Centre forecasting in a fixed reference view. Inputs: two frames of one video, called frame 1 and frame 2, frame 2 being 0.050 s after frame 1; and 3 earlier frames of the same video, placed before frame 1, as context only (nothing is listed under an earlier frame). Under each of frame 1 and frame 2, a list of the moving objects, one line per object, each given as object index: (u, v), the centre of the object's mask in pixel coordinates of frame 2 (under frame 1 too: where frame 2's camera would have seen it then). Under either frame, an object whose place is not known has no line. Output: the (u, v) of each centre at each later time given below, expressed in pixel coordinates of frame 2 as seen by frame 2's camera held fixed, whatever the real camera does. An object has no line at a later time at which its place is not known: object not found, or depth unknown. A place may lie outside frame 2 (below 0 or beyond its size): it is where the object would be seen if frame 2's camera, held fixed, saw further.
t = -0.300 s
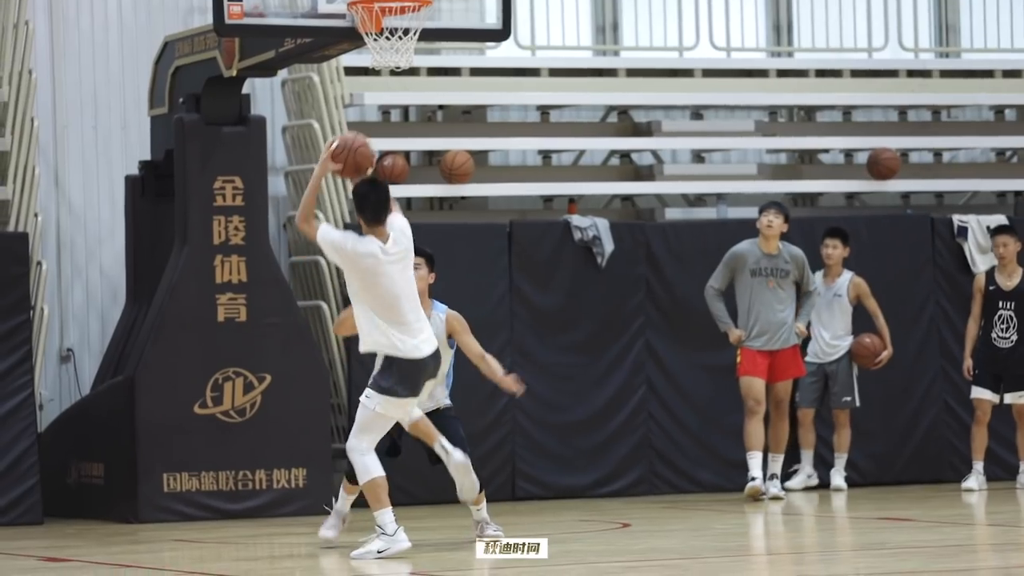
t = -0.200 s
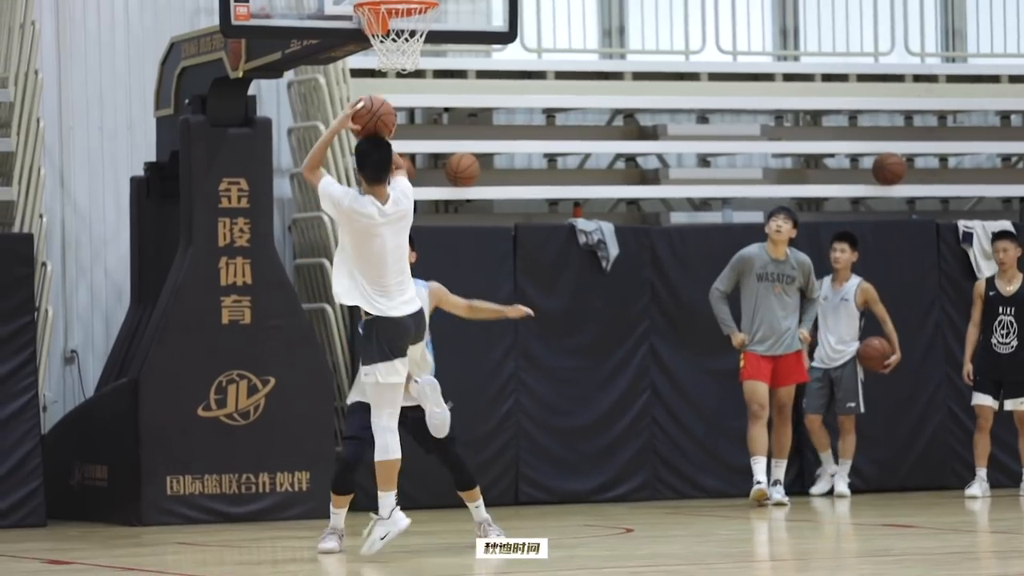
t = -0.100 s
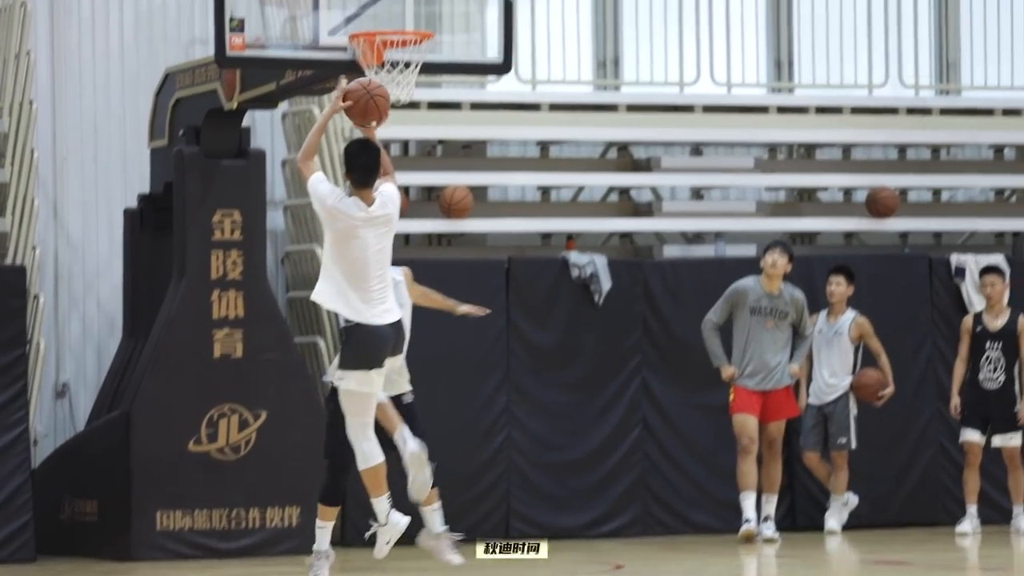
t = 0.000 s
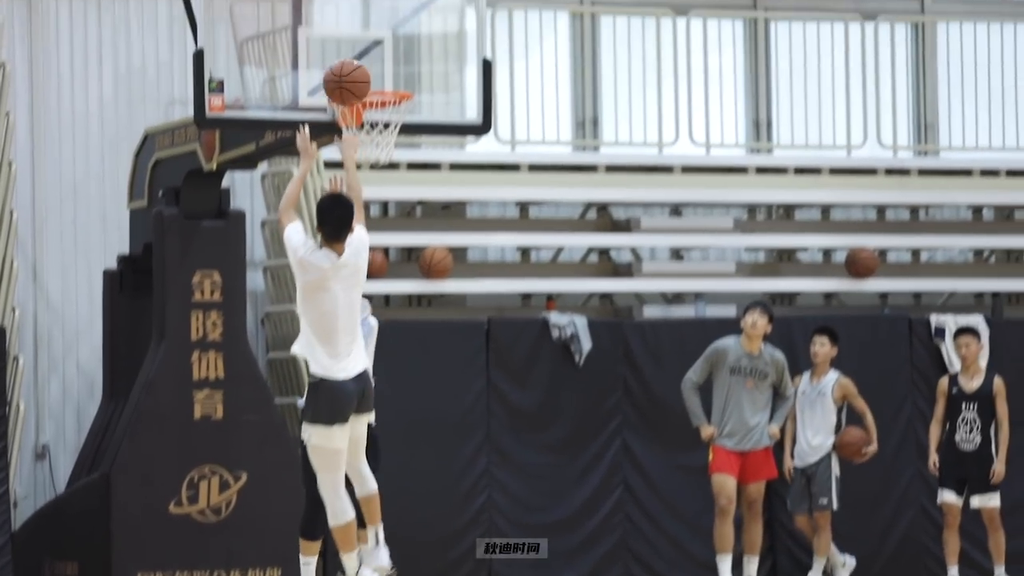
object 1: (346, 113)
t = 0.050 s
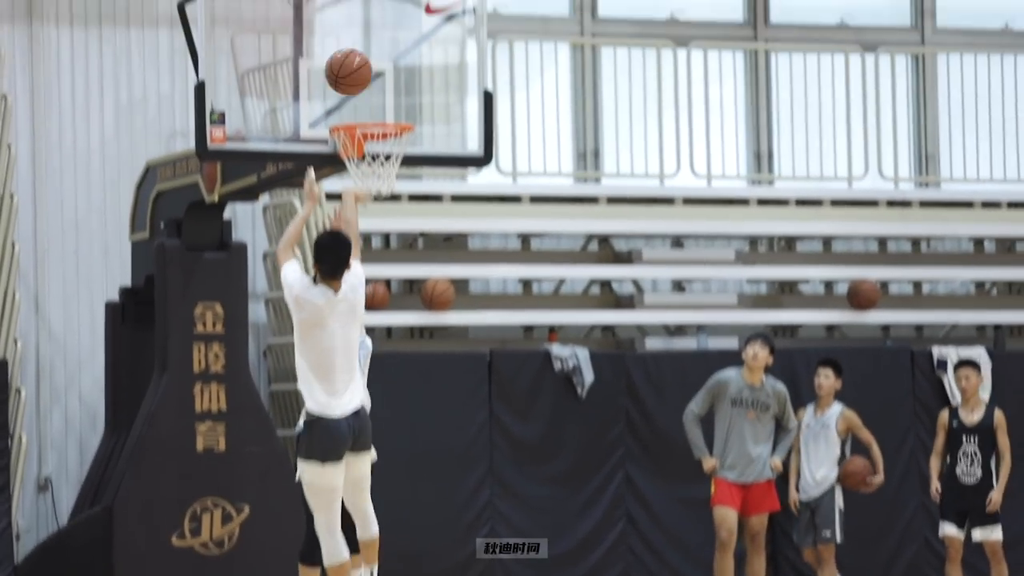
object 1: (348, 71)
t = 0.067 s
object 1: (349, 59)
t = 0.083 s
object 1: (349, 46)
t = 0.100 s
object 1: (348, 34)
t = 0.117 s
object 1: (348, 23)
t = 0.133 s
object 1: (348, 12)
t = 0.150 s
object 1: (348, 1)
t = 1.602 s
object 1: (375, 396)
